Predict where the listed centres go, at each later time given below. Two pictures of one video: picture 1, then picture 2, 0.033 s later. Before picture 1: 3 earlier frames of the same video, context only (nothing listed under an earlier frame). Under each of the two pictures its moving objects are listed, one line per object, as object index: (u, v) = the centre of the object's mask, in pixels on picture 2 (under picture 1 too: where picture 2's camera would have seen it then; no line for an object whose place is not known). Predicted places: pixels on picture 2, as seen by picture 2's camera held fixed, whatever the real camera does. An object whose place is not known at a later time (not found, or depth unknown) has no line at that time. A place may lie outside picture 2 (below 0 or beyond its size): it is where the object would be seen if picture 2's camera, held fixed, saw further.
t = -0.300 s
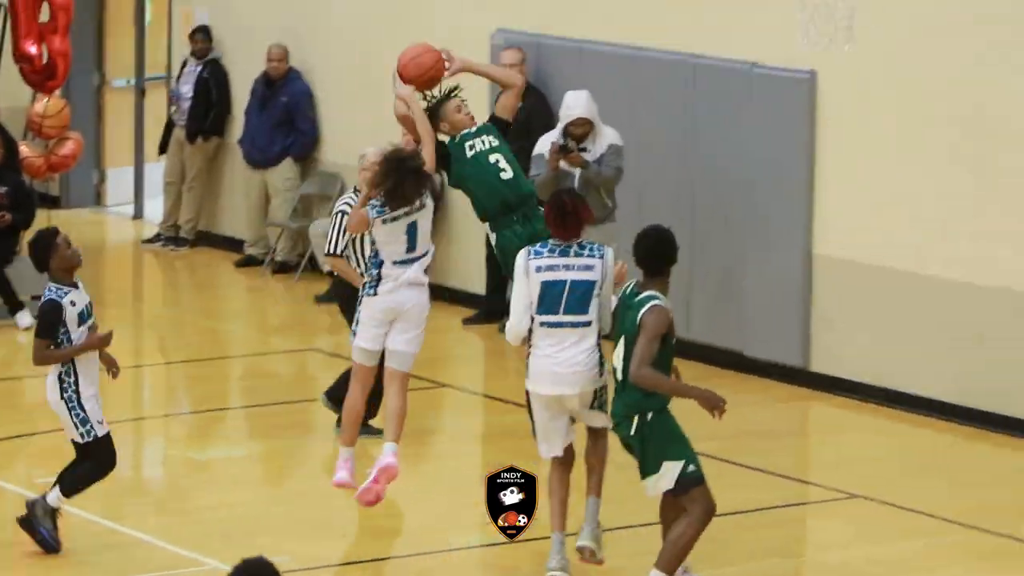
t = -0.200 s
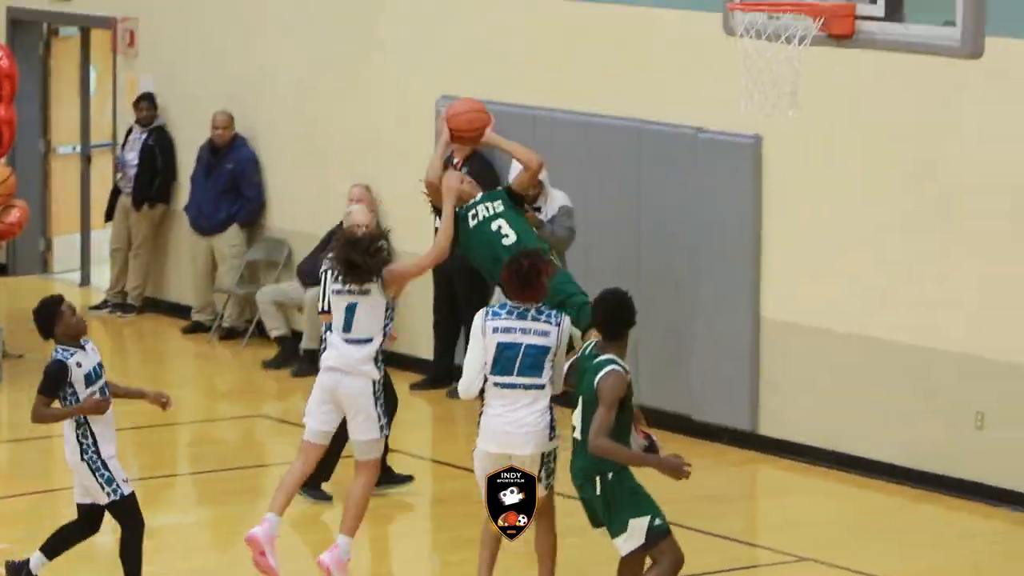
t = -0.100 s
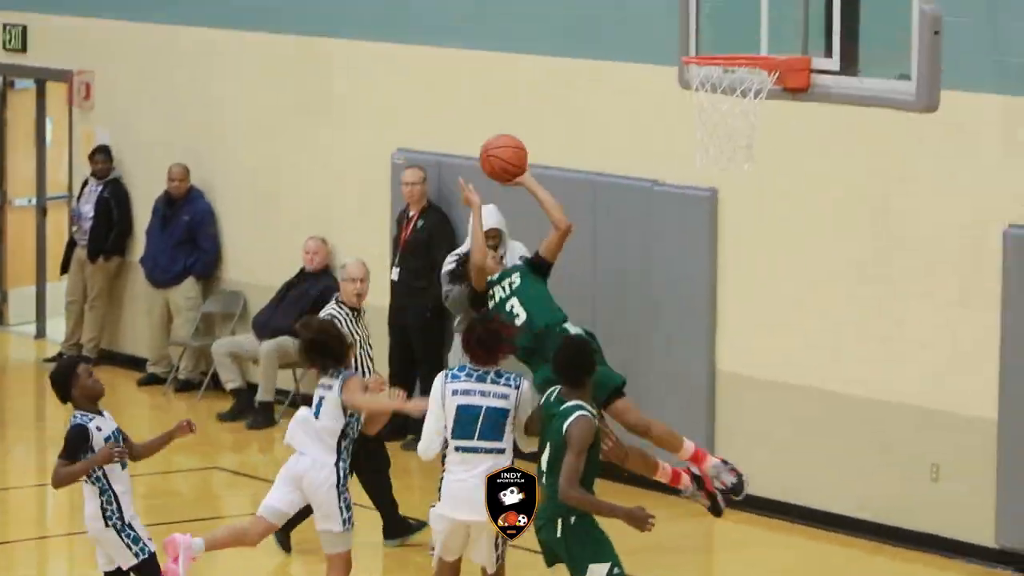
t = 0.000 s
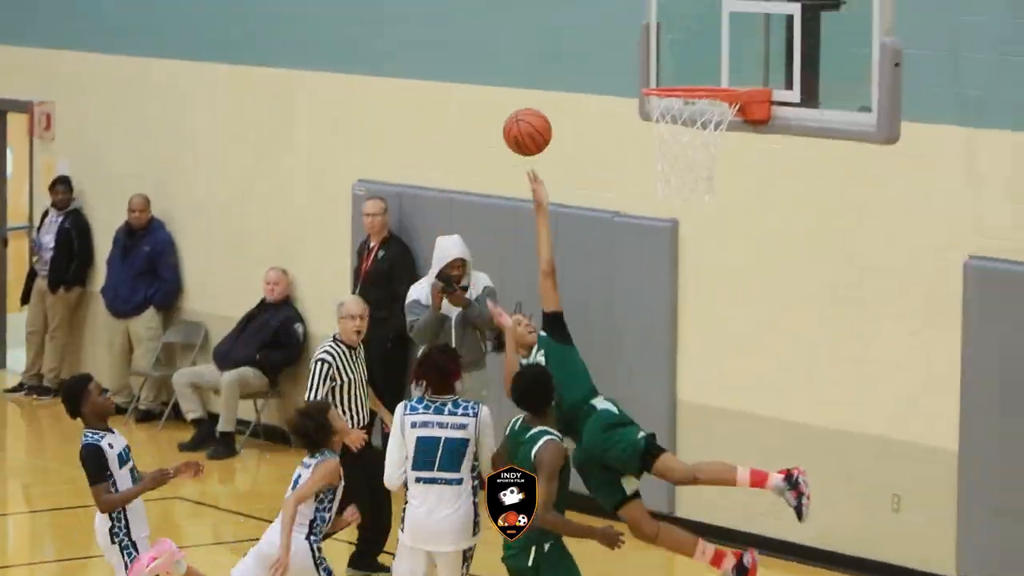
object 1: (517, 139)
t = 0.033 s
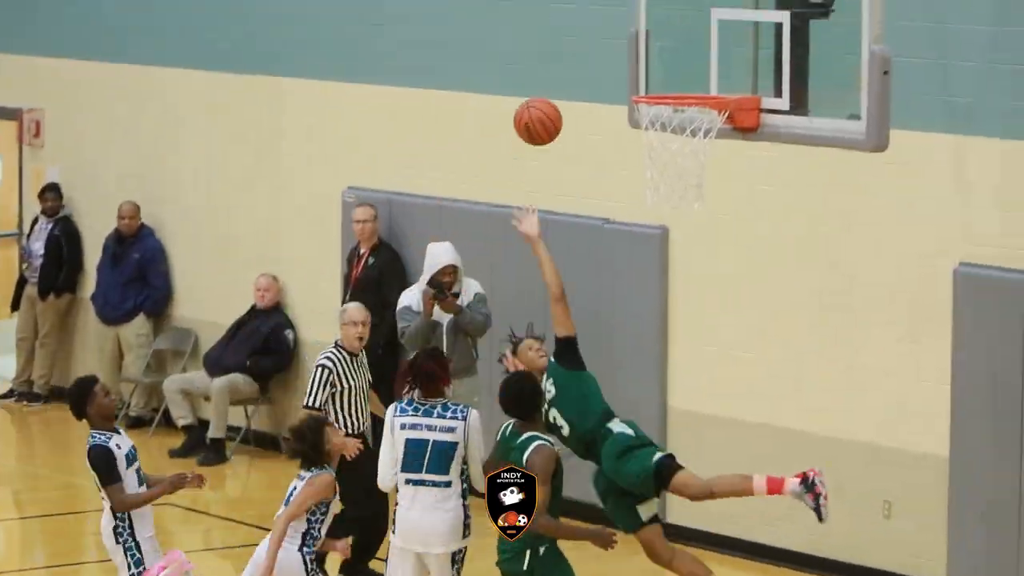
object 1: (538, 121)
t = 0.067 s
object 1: (559, 106)
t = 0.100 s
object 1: (580, 92)
